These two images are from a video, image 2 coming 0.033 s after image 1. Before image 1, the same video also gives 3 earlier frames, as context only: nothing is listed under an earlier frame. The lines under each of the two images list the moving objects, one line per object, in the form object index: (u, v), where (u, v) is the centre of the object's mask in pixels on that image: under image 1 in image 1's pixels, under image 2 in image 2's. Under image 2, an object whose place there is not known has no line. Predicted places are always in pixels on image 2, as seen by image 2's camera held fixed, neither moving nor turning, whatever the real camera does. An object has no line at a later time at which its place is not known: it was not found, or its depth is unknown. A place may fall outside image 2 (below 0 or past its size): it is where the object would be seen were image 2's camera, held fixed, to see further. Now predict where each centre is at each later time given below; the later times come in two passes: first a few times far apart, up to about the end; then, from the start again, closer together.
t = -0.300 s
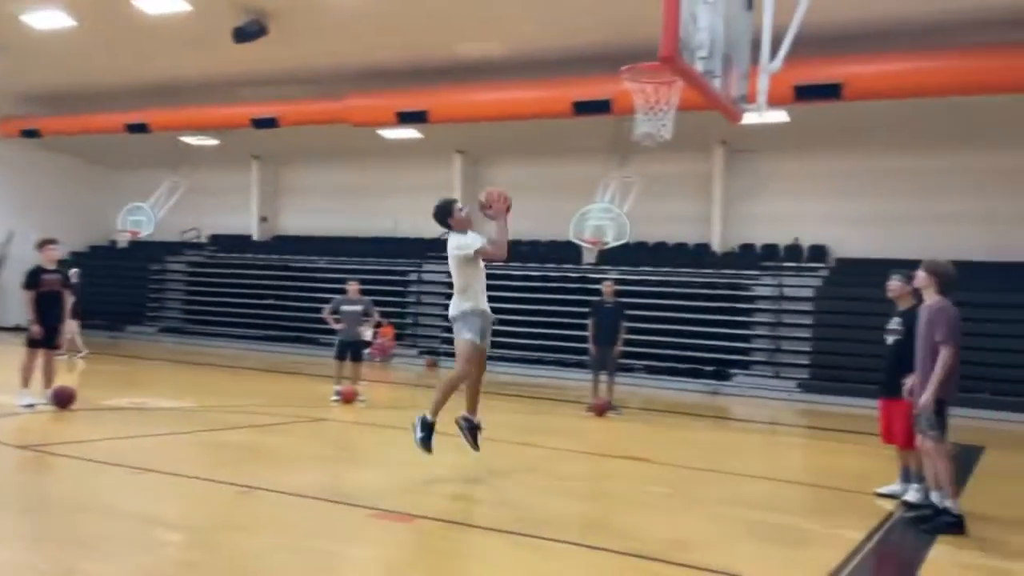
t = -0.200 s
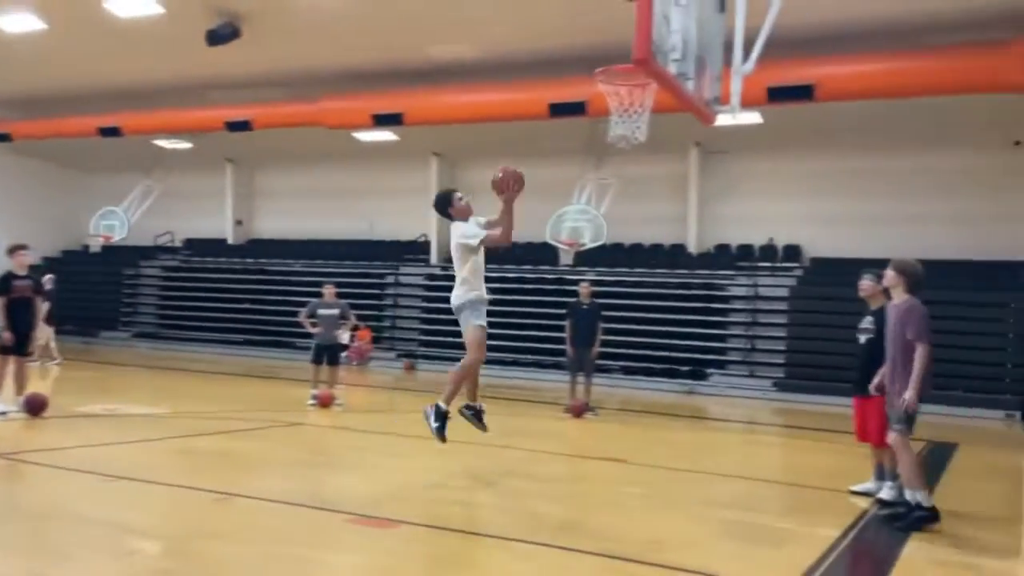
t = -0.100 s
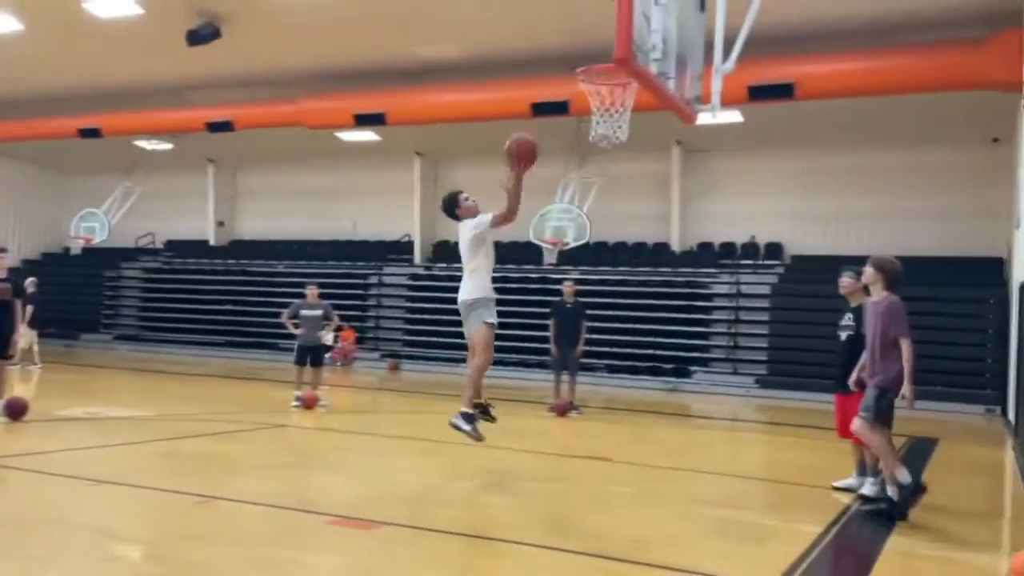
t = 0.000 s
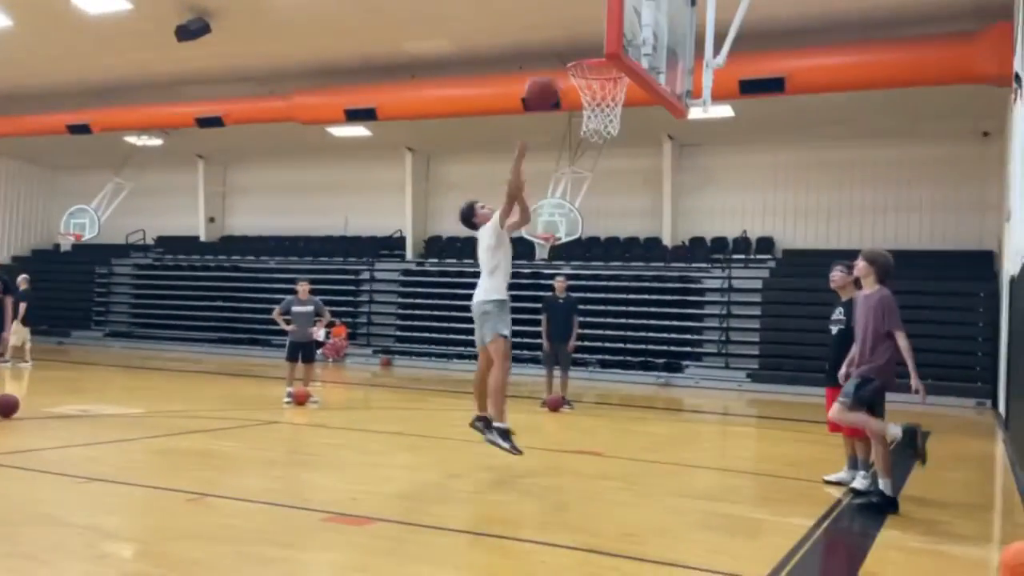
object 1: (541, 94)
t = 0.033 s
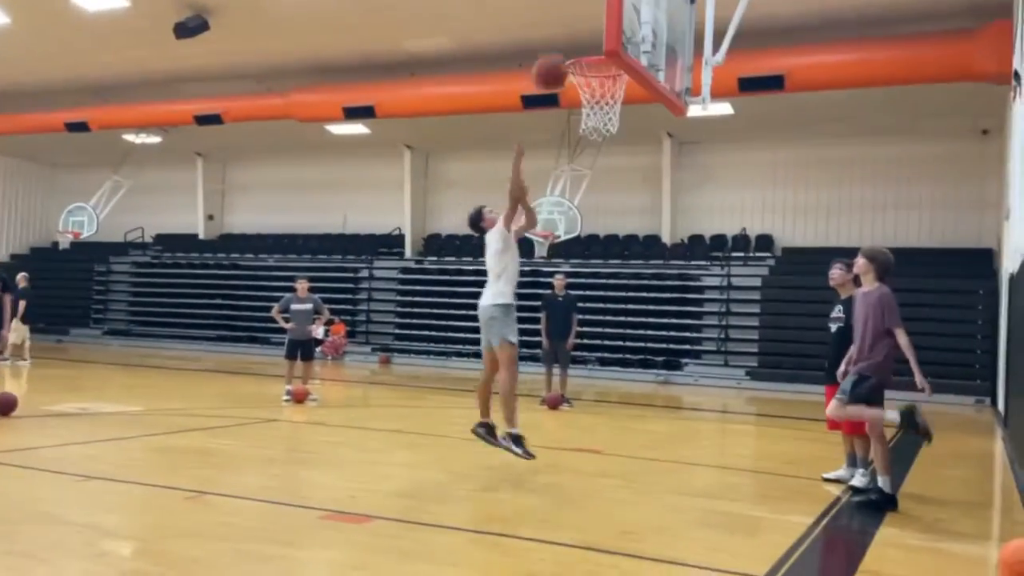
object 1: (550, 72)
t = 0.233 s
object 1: (597, 17)
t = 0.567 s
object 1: (590, 27)
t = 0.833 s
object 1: (608, 74)
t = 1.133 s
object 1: (570, 104)
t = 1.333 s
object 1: (578, 150)
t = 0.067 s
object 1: (558, 58)
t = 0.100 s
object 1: (568, 46)
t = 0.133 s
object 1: (578, 34)
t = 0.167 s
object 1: (587, 24)
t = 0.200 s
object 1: (592, 20)
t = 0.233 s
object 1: (597, 17)
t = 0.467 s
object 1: (598, 17)
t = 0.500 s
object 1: (595, 19)
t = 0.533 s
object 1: (593, 23)
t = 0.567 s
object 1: (590, 27)
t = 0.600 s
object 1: (587, 37)
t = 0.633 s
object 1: (584, 45)
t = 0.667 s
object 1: (577, 51)
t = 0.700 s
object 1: (586, 59)
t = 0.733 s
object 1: (593, 56)
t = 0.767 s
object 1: (597, 65)
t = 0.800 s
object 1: (607, 72)
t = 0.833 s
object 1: (608, 74)
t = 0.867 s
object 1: (603, 75)
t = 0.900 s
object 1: (597, 78)
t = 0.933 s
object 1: (590, 82)
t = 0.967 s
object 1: (583, 90)
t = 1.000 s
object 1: (576, 93)
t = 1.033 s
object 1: (572, 94)
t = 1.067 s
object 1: (570, 98)
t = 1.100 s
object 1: (569, 101)
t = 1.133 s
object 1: (570, 104)
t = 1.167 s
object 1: (571, 110)
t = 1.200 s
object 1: (570, 120)
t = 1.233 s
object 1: (572, 125)
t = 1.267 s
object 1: (575, 131)
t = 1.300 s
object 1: (577, 139)
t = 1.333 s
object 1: (578, 150)
